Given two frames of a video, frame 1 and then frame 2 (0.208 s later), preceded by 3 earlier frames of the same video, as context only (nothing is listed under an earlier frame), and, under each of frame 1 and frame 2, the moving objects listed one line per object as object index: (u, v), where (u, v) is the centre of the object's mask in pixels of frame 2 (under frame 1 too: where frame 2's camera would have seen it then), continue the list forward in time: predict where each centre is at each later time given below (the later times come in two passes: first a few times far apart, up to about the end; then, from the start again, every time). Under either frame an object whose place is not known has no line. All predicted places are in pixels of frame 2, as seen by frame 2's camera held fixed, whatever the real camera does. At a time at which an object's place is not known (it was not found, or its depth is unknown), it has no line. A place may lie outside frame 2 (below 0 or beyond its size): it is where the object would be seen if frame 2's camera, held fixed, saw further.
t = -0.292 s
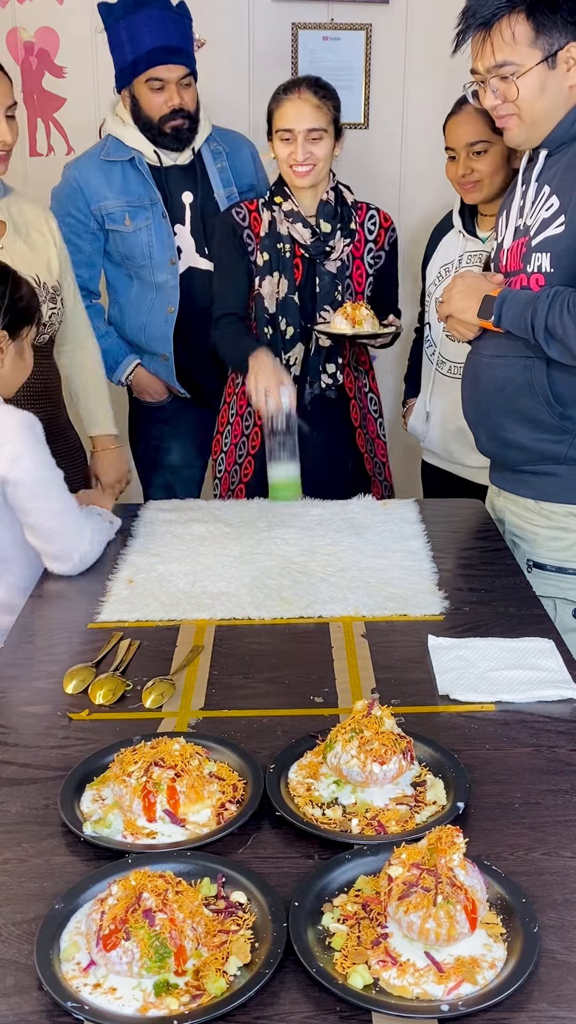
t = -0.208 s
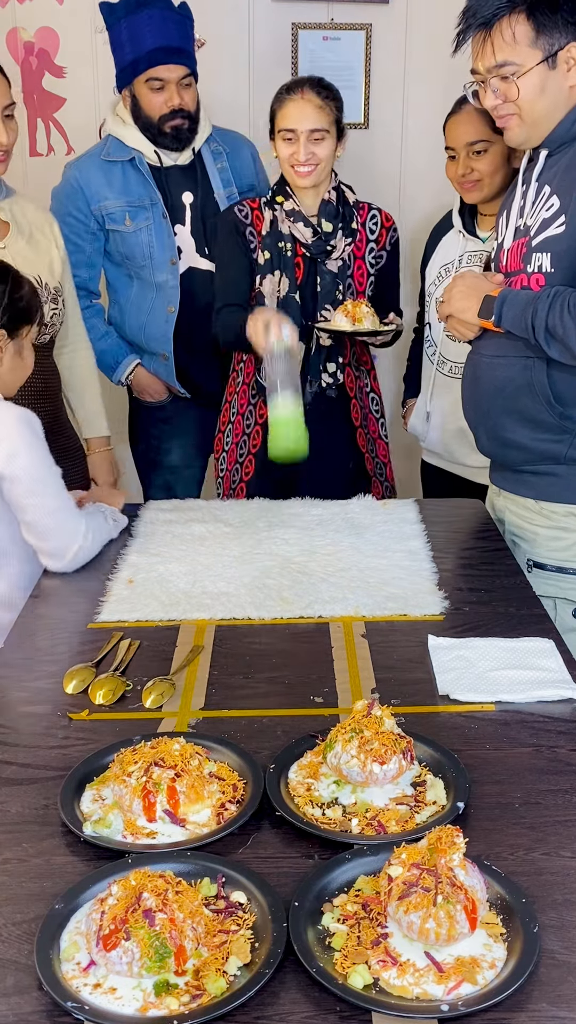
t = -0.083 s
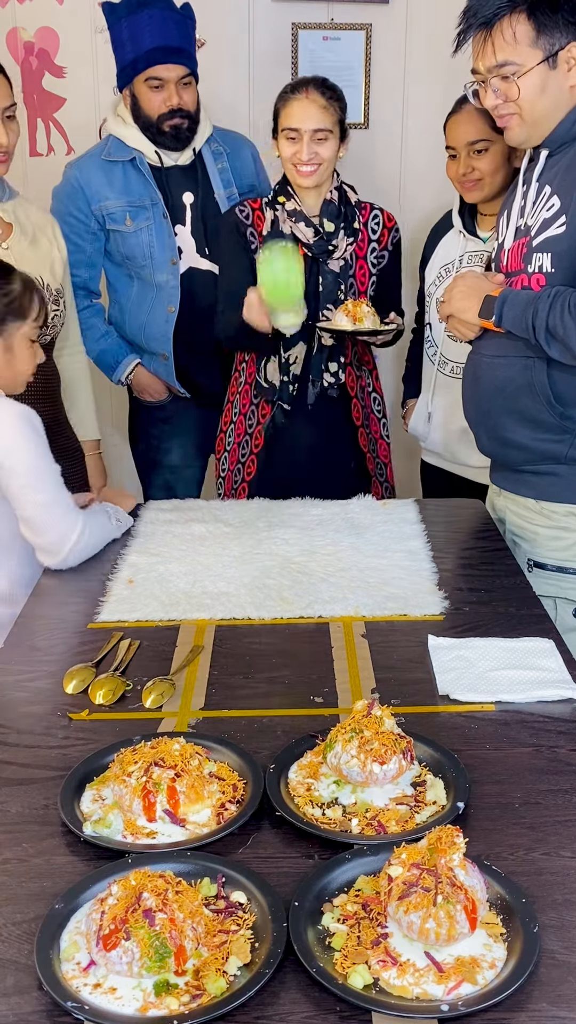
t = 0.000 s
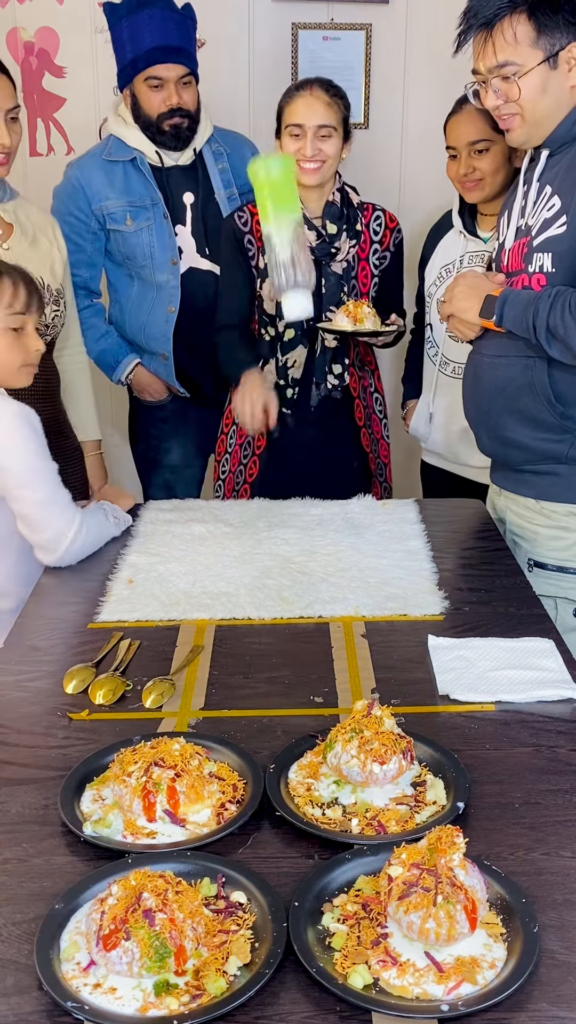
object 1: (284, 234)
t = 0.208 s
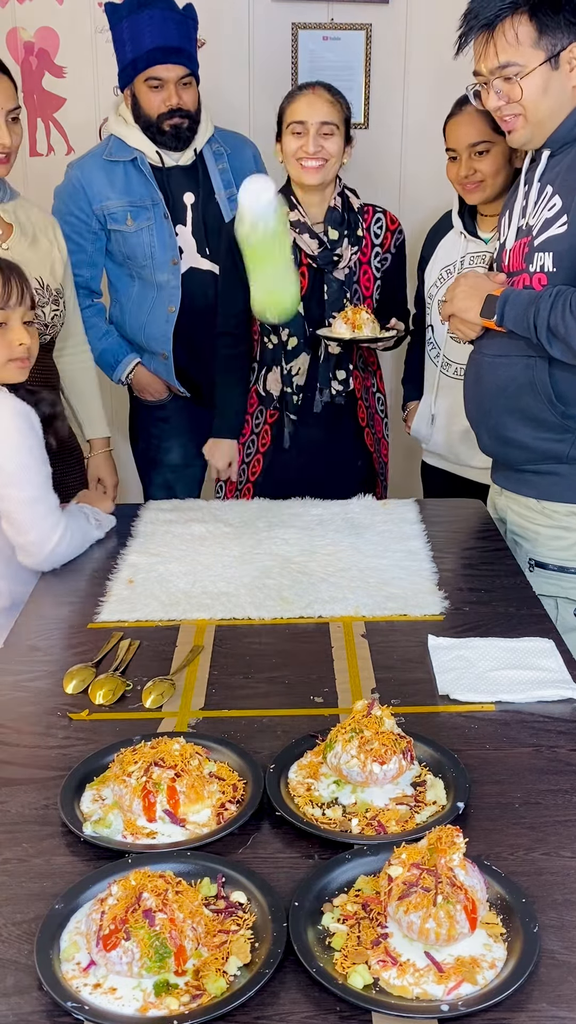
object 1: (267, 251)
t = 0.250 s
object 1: (264, 291)
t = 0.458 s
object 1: (258, 506)
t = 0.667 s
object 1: (242, 524)
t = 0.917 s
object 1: (228, 605)
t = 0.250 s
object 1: (264, 291)
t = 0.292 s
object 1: (263, 348)
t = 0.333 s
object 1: (261, 412)
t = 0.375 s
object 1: (258, 486)
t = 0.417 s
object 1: (258, 500)
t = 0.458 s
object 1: (258, 506)
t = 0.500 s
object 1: (255, 509)
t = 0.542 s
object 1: (252, 511)
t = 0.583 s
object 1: (249, 514)
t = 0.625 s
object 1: (246, 518)
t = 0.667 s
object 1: (242, 524)
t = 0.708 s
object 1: (240, 531)
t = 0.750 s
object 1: (234, 544)
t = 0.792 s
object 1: (229, 559)
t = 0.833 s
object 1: (227, 583)
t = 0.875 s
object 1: (226, 603)
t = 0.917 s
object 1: (228, 605)
